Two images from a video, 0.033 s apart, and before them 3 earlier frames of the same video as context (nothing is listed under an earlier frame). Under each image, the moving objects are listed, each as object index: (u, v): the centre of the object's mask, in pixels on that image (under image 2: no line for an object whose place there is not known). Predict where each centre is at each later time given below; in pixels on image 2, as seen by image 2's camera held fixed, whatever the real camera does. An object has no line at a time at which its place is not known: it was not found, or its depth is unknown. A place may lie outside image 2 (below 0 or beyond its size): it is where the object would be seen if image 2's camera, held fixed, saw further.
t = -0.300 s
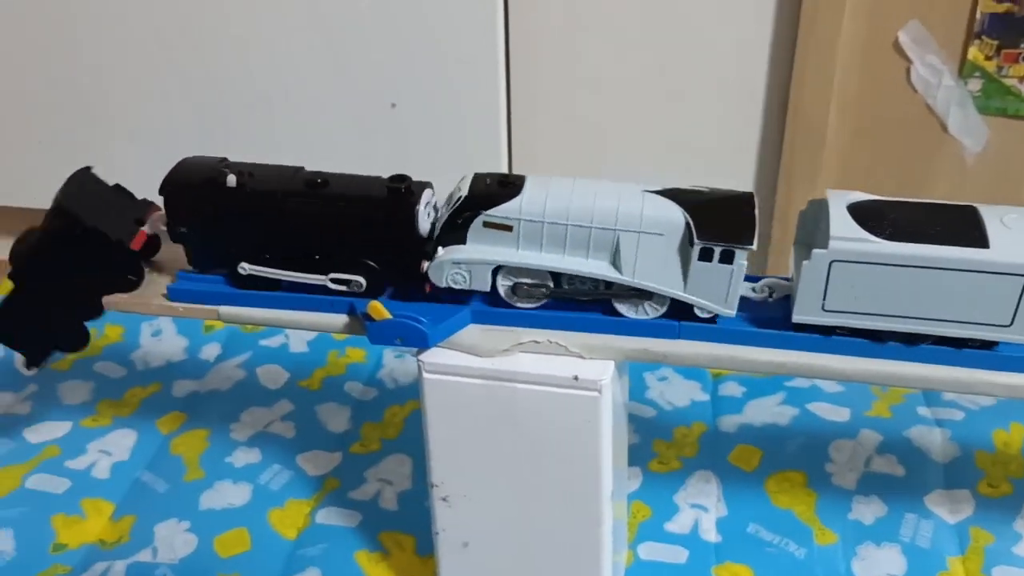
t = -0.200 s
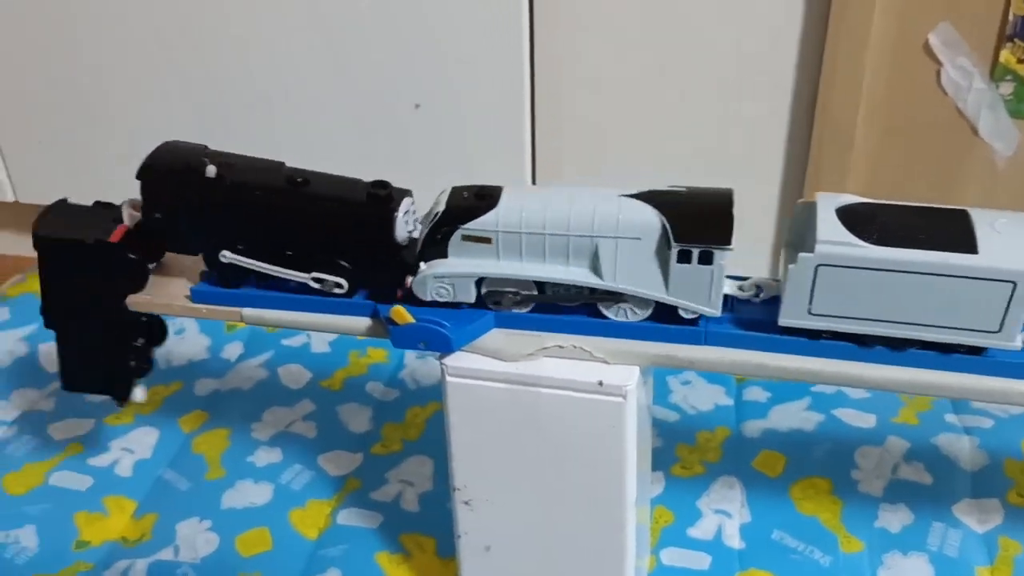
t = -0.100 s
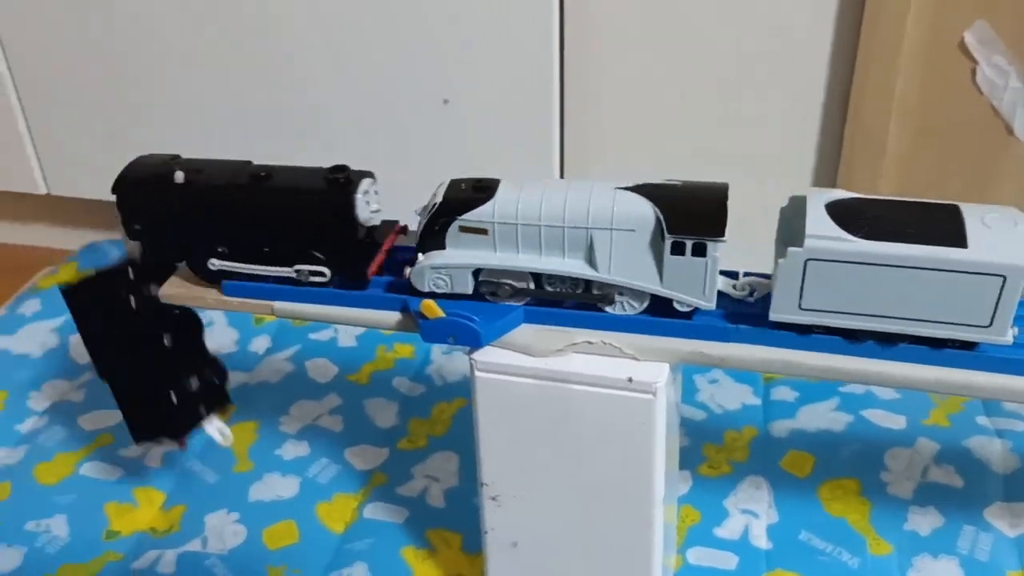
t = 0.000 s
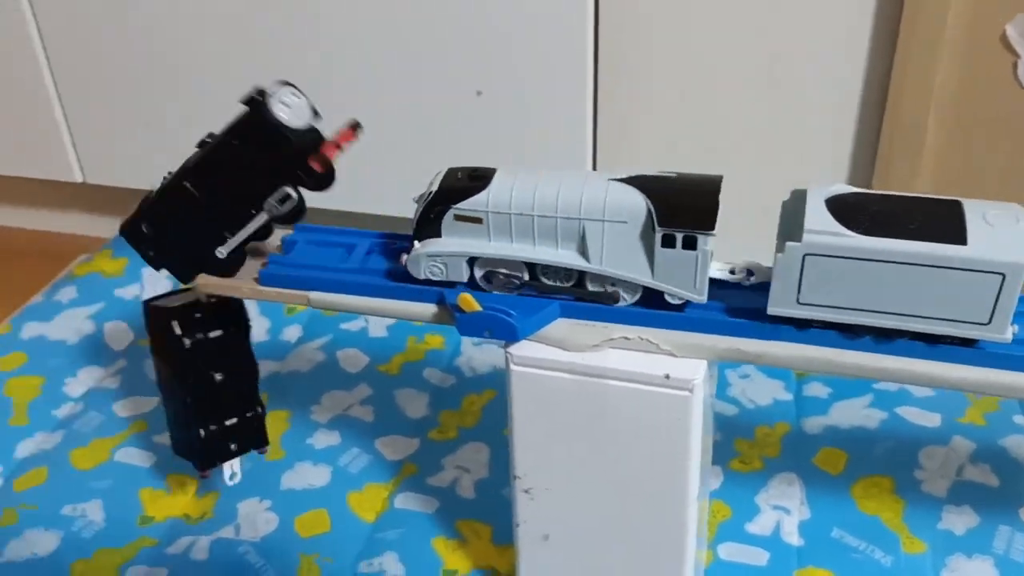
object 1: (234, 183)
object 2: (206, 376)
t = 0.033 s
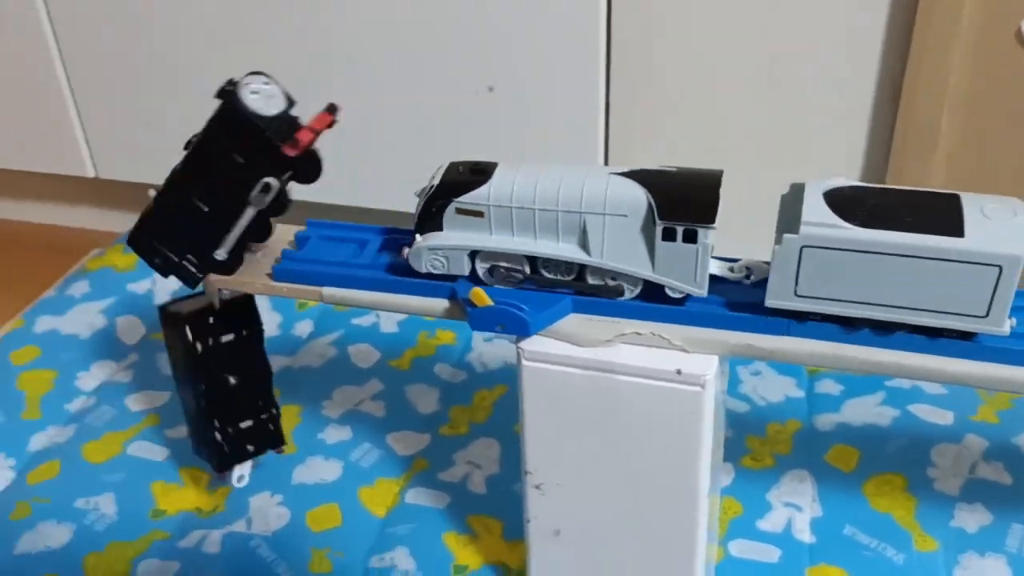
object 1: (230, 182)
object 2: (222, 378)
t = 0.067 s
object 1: (209, 181)
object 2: (224, 381)
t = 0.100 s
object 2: (224, 382)
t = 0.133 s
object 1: (160, 189)
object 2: (229, 387)
